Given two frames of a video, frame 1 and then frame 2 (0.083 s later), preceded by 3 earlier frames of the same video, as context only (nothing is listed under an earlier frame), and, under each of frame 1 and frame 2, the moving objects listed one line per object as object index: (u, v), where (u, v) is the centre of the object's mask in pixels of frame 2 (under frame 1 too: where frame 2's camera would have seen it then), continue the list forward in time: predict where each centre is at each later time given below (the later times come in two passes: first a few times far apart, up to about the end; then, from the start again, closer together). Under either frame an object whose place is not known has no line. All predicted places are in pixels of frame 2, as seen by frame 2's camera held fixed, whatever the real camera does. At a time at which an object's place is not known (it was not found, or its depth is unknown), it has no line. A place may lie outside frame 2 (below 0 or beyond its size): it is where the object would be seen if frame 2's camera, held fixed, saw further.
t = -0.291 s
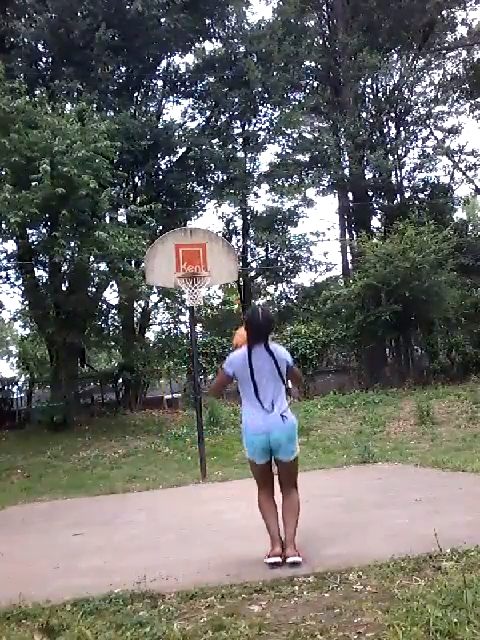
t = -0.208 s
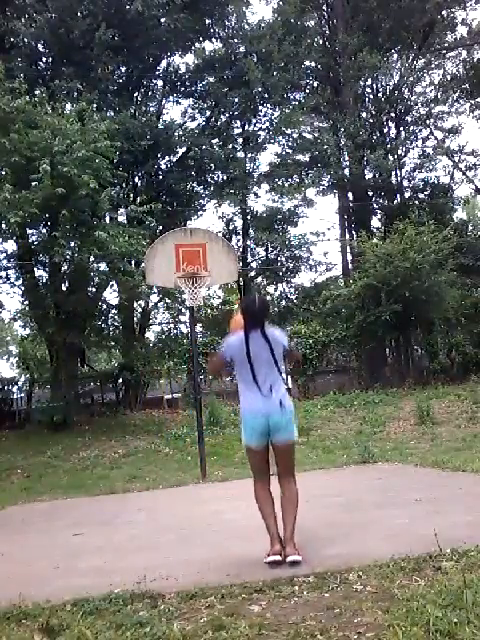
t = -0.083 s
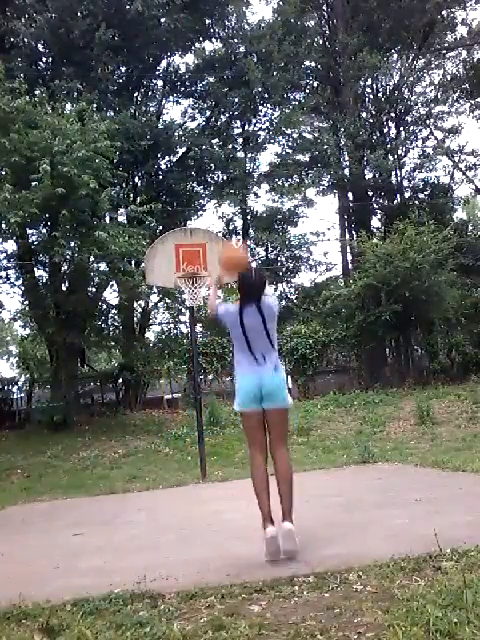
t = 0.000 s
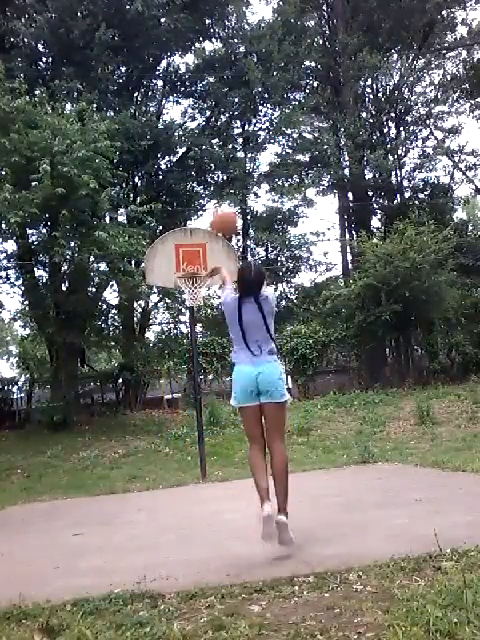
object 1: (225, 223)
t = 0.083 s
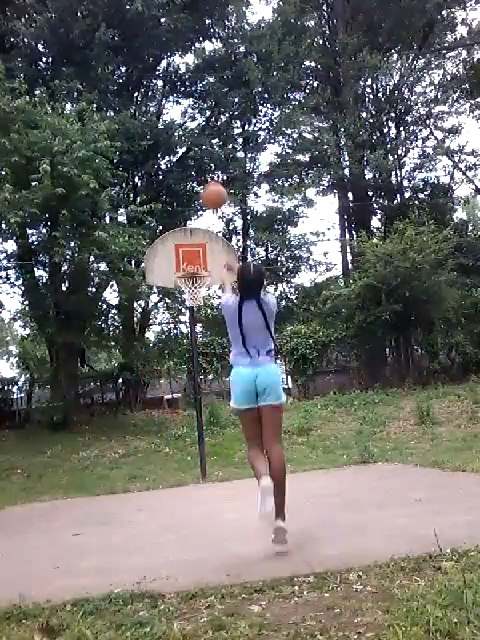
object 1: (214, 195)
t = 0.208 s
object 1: (204, 182)
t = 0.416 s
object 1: (195, 188)
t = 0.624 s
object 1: (192, 224)
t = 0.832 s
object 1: (192, 271)
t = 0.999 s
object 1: (199, 295)
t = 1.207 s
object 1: (199, 330)
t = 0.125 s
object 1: (210, 189)
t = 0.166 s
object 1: (207, 185)
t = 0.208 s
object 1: (204, 182)
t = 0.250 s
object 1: (202, 180)
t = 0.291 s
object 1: (201, 181)
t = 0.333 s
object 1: (199, 181)
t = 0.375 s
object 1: (196, 184)
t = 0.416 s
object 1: (195, 188)
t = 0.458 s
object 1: (194, 193)
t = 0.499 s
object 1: (193, 199)
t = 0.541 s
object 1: (193, 206)
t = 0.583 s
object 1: (192, 214)
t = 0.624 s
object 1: (192, 224)
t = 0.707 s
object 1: (193, 248)
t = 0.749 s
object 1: (192, 253)
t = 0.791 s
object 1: (192, 266)
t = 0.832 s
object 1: (192, 271)
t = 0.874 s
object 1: (196, 278)
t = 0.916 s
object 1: (198, 285)
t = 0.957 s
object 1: (198, 291)
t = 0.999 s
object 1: (199, 295)
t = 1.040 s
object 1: (198, 298)
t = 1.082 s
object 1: (199, 309)
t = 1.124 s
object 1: (199, 314)
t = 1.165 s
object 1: (199, 320)
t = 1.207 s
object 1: (199, 330)
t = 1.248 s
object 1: (200, 343)
